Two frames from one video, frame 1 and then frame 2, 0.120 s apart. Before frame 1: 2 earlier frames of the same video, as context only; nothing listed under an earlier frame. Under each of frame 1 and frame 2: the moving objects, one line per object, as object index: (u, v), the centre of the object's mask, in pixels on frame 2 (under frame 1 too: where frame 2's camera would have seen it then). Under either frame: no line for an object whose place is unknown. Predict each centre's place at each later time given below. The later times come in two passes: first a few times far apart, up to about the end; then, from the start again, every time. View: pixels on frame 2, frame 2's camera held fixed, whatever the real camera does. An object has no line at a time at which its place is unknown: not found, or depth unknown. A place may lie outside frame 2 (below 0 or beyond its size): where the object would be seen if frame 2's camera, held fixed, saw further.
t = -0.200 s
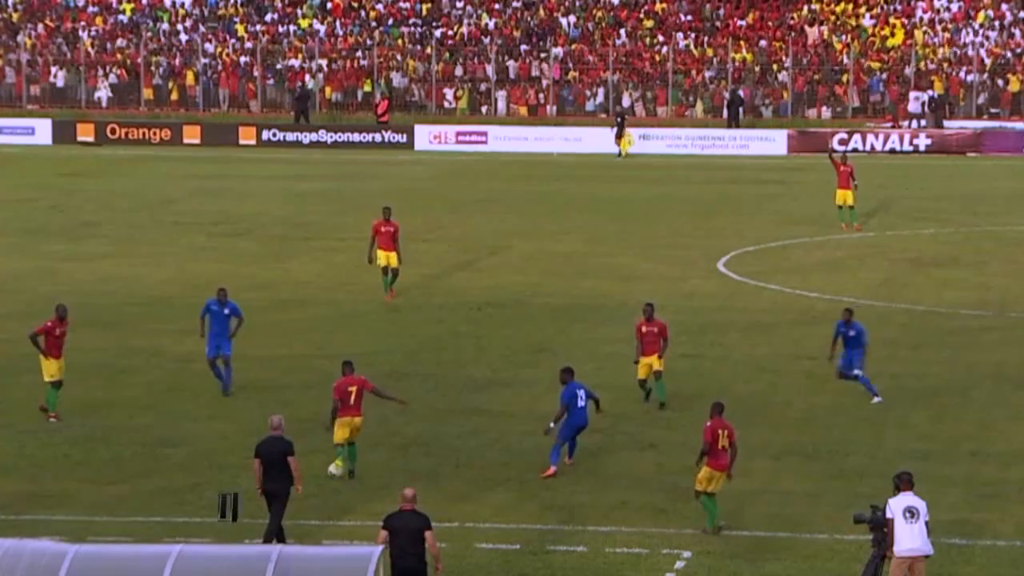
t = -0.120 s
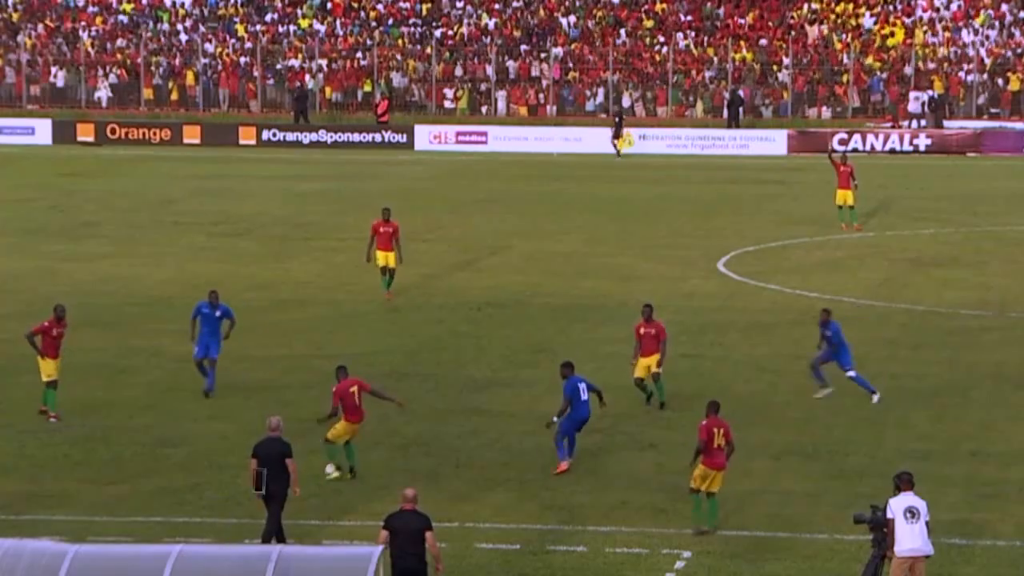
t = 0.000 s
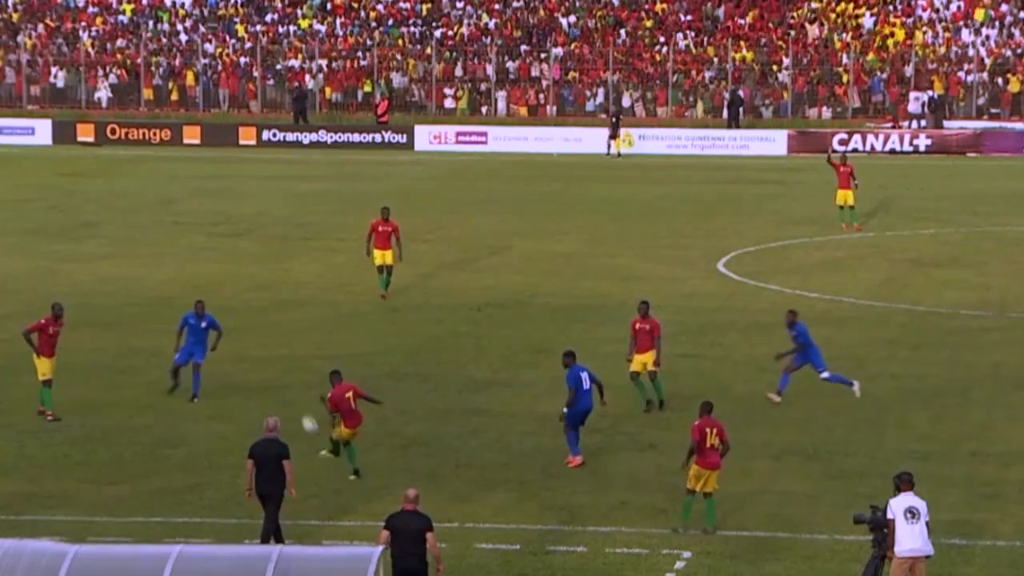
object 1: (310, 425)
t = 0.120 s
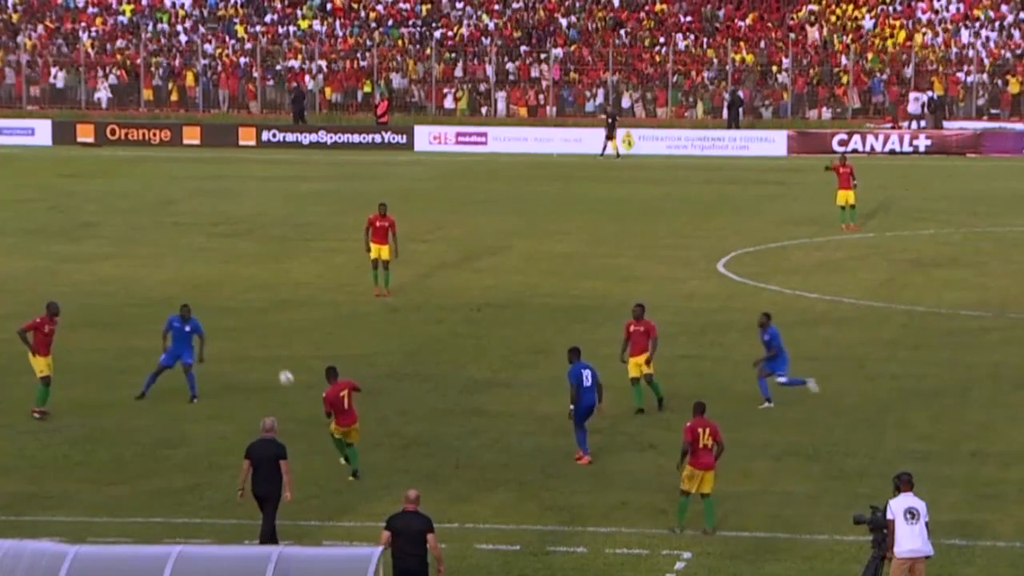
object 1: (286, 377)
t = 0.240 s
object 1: (269, 344)
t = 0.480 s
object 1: (245, 309)
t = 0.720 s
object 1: (229, 306)
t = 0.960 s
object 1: (223, 294)
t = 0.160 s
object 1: (279, 364)
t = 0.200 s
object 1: (274, 353)
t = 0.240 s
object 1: (269, 344)
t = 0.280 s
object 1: (264, 336)
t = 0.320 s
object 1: (259, 329)
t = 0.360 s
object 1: (255, 322)
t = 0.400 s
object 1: (251, 316)
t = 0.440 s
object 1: (248, 312)
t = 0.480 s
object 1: (245, 309)
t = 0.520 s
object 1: (242, 307)
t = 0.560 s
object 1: (239, 305)
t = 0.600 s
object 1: (236, 305)
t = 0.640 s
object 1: (233, 304)
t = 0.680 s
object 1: (231, 305)
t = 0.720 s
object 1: (229, 306)
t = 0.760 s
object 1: (227, 308)
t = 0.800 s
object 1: (225, 310)
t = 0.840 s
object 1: (224, 314)
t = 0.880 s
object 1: (223, 314)
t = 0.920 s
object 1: (223, 303)
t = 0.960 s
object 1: (223, 294)
